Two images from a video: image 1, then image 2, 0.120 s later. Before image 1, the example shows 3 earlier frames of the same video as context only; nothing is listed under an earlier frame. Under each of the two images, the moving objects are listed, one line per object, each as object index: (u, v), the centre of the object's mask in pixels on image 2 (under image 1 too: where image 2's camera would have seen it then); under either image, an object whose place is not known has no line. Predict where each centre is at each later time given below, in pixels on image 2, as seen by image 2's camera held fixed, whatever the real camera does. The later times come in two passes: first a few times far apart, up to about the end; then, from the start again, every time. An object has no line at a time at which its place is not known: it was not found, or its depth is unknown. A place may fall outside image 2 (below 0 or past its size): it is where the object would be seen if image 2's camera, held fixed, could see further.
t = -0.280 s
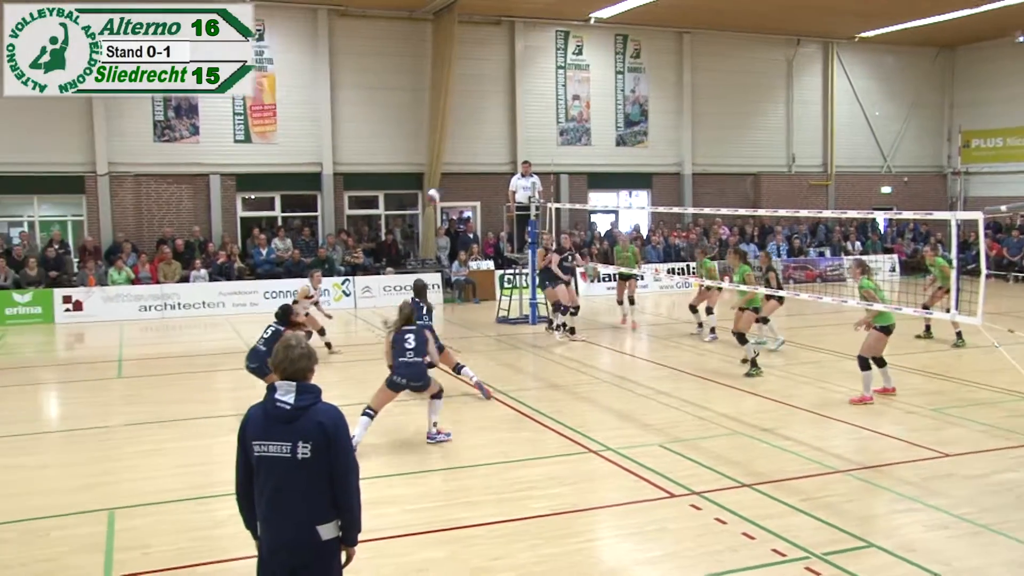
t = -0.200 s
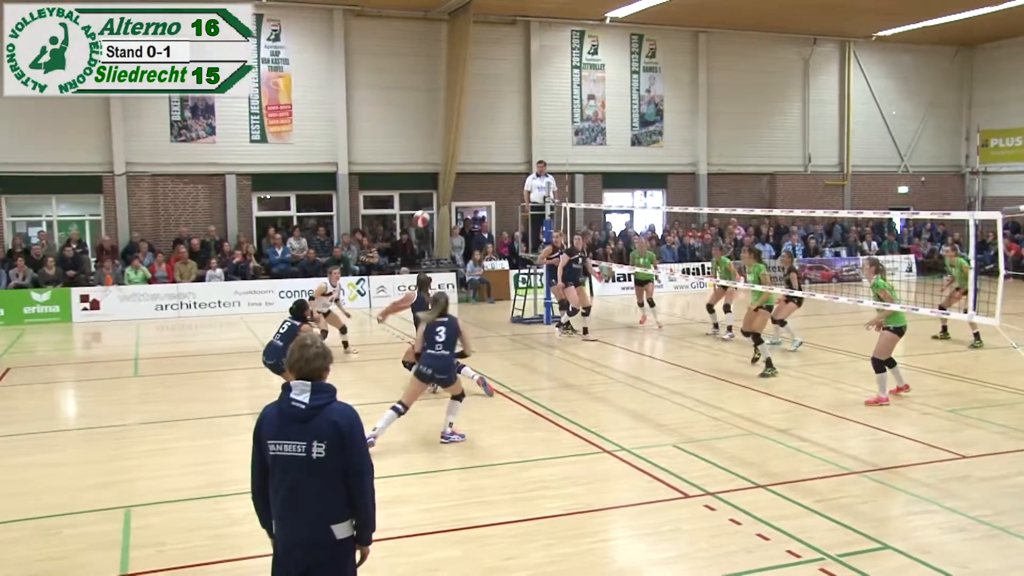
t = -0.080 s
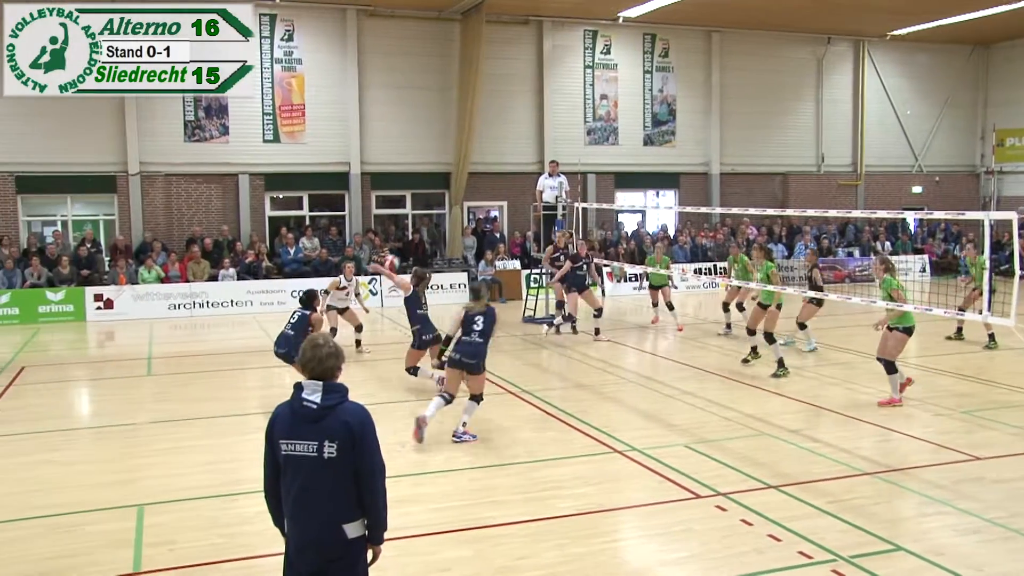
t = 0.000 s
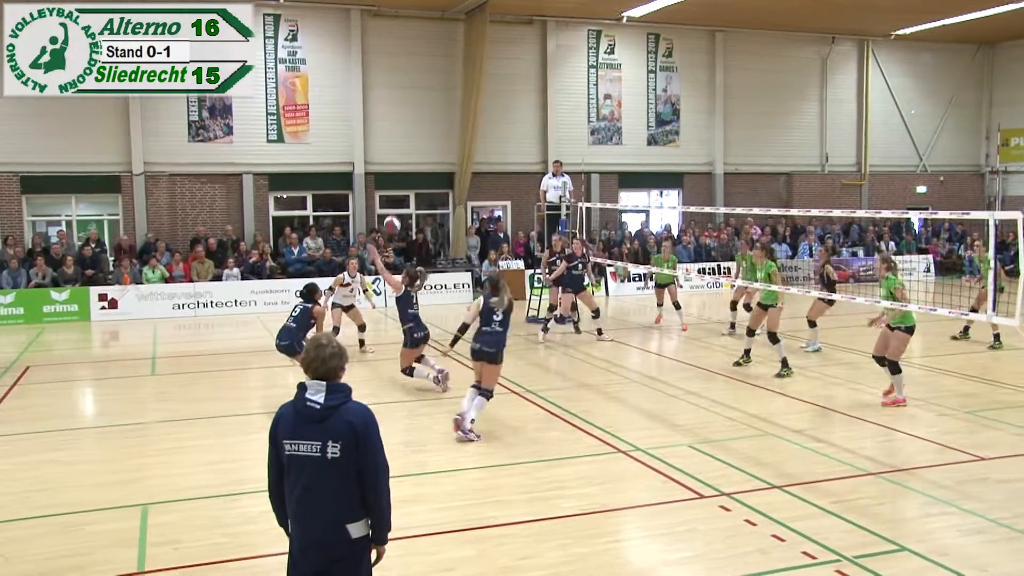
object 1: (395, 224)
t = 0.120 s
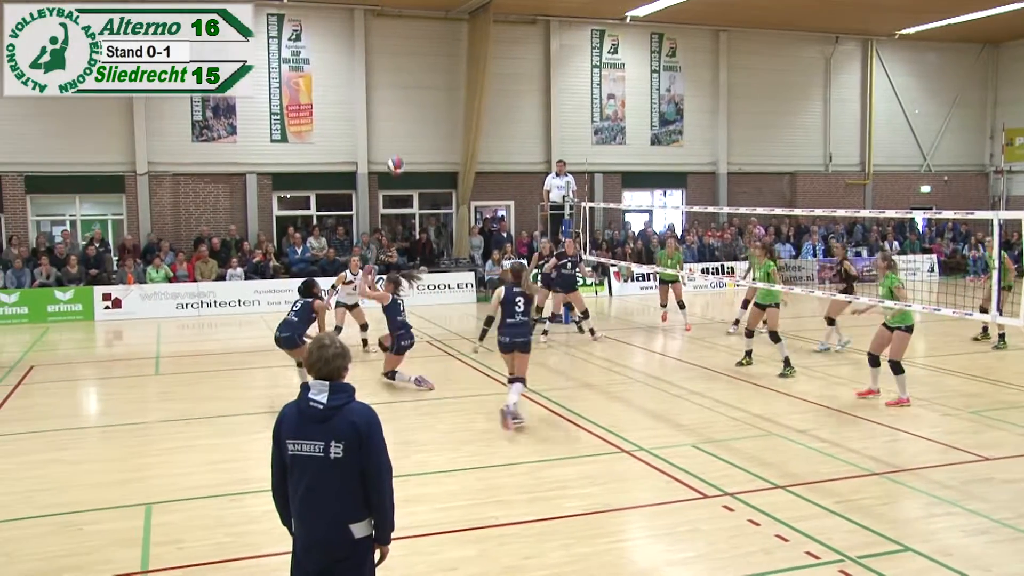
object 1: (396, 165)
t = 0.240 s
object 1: (396, 116)
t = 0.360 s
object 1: (396, 75)
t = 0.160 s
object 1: (395, 148)
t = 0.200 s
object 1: (396, 130)
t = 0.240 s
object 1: (396, 116)
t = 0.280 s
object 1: (396, 101)
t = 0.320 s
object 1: (396, 88)
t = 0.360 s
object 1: (396, 75)
